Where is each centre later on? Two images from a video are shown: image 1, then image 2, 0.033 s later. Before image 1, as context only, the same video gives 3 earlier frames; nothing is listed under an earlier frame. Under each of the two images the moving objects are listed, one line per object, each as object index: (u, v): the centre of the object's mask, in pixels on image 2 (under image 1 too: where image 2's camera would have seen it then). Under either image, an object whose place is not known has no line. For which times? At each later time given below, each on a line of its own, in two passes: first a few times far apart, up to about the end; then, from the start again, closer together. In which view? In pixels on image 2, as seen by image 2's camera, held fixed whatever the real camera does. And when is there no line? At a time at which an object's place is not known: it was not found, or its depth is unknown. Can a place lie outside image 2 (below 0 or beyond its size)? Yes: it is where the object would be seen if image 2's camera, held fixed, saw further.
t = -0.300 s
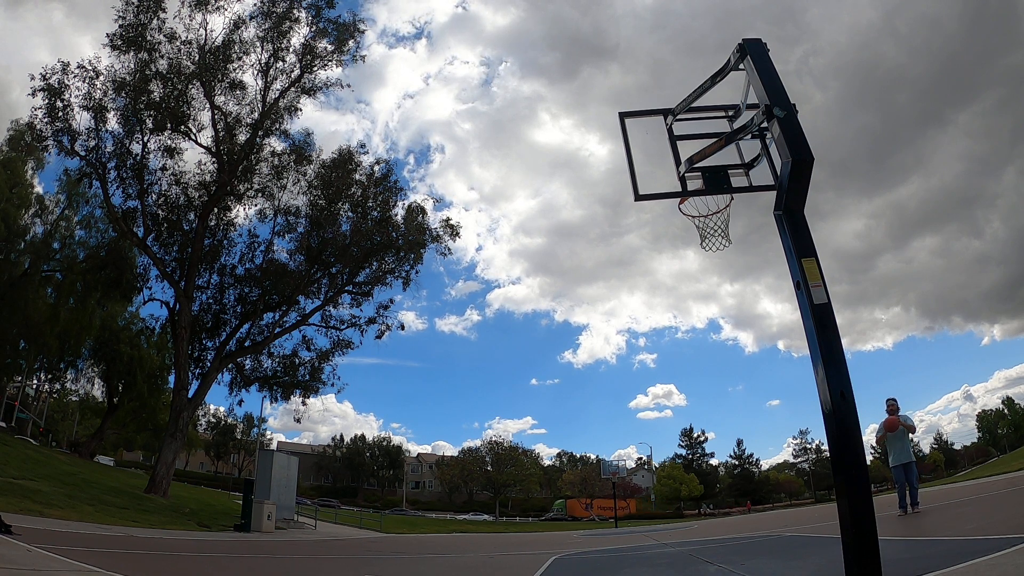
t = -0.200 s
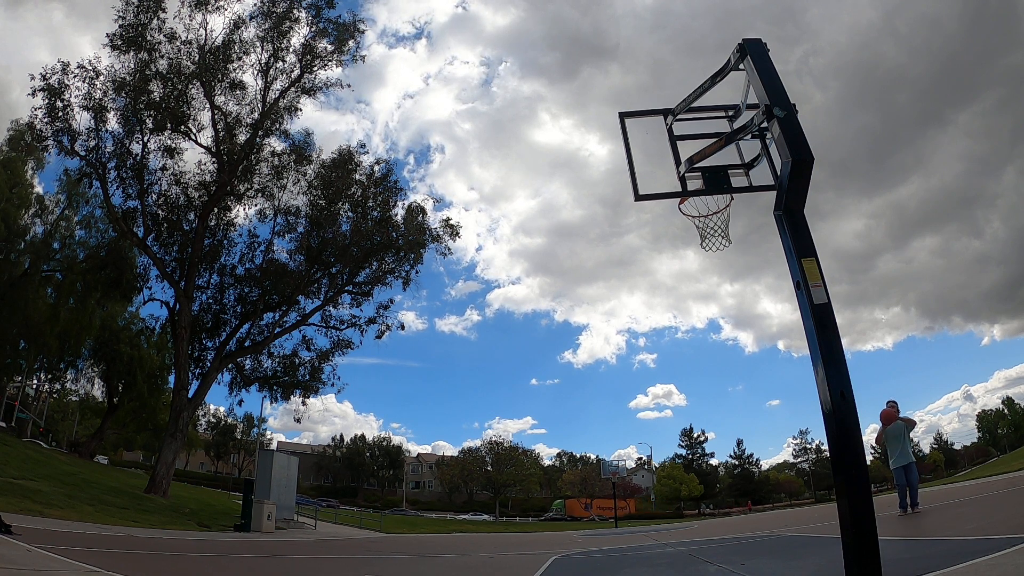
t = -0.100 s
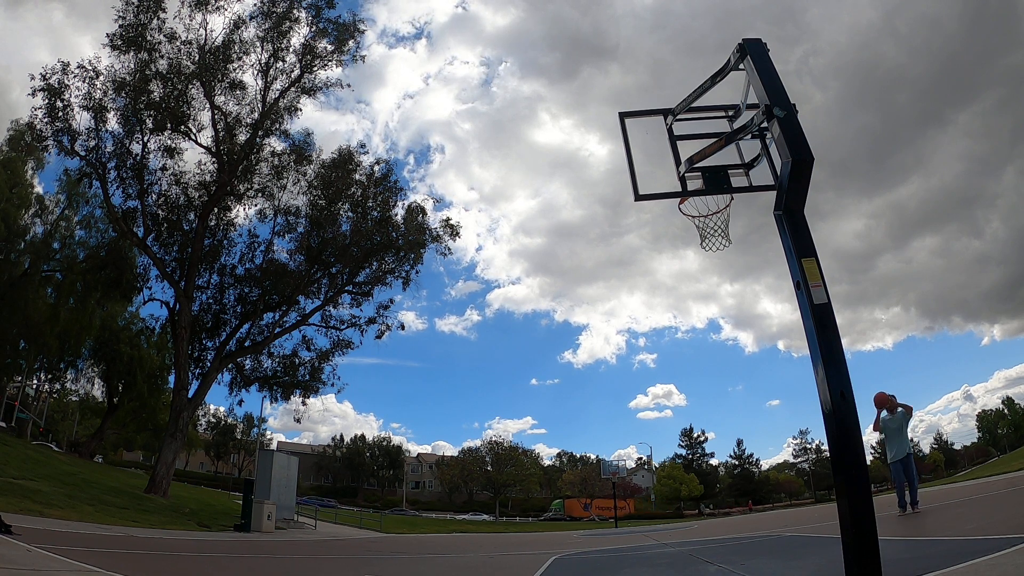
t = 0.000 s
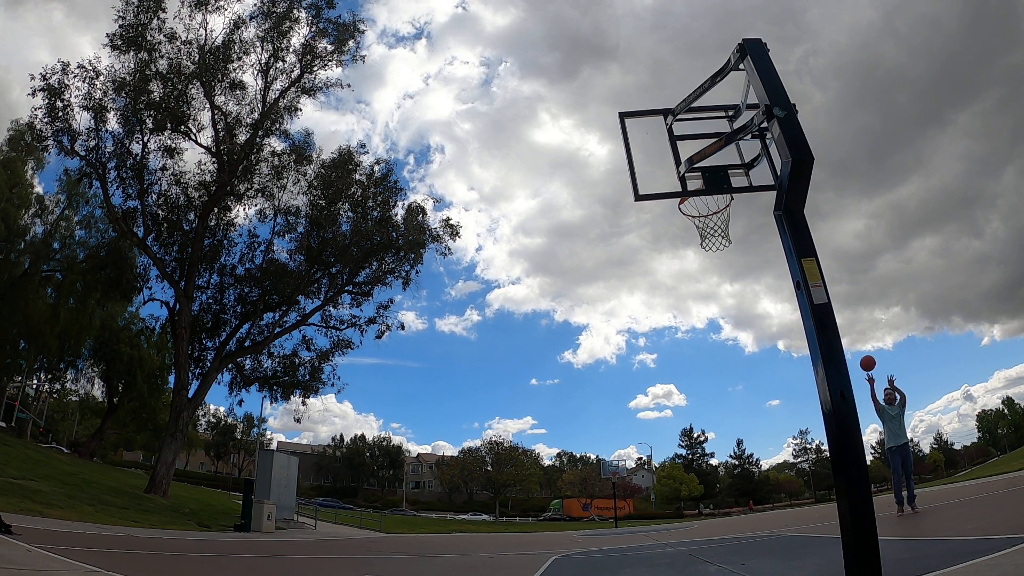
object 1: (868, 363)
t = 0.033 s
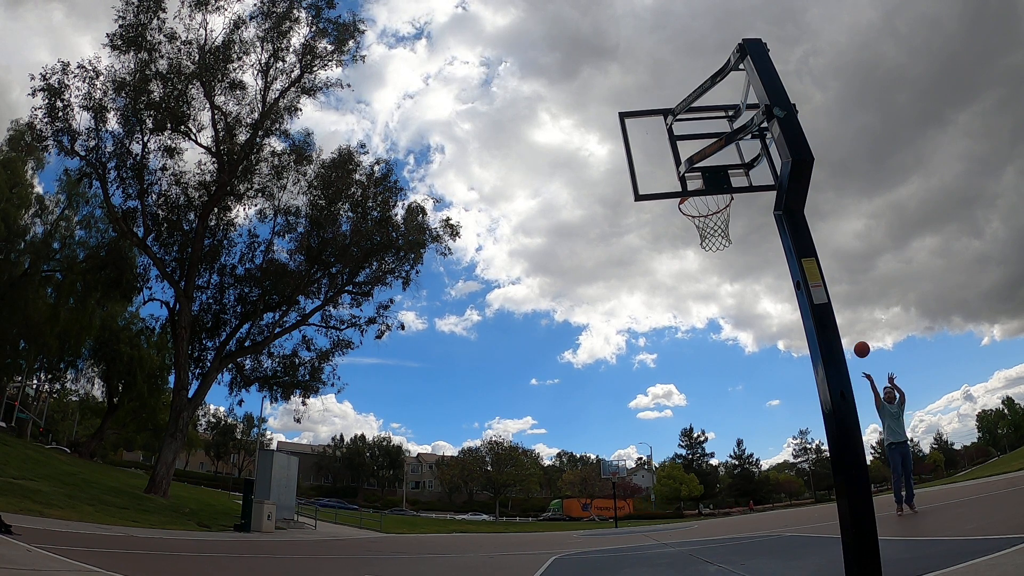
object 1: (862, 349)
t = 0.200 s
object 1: (833, 287)
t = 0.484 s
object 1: (773, 215)
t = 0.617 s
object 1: (758, 197)
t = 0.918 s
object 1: (703, 199)
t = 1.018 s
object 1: (715, 208)
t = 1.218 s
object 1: (710, 231)
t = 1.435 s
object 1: (738, 313)
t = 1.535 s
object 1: (754, 371)
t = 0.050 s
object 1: (859, 343)
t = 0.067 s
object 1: (856, 336)
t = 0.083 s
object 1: (853, 329)
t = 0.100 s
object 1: (850, 323)
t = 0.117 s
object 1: (847, 317)
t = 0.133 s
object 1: (844, 311)
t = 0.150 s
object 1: (841, 305)
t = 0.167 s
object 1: (838, 299)
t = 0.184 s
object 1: (836, 293)
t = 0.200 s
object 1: (833, 287)
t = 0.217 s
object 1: (831, 282)
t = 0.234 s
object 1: (829, 276)
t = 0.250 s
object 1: (826, 271)
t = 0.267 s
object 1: (824, 266)
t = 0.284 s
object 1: (822, 260)
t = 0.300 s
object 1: (819, 255)
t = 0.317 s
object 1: (817, 250)
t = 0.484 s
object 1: (773, 215)
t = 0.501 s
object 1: (771, 210)
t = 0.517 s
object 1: (770, 207)
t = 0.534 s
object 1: (769, 204)
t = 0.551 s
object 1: (767, 202)
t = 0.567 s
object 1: (766, 200)
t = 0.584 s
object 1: (763, 199)
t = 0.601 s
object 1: (761, 198)
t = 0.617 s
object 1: (758, 197)
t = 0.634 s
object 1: (755, 196)
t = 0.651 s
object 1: (752, 196)
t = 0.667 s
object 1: (749, 195)
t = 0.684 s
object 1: (746, 195)
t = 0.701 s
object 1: (743, 195)
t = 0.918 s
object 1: (703, 199)
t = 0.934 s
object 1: (700, 200)
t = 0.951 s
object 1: (697, 202)
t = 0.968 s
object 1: (700, 203)
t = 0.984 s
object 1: (705, 204)
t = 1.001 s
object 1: (710, 206)
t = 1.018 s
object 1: (715, 208)
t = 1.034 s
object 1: (712, 208)
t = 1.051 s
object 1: (709, 207)
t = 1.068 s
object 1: (706, 207)
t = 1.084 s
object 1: (703, 207)
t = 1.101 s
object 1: (700, 208)
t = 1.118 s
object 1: (700, 208)
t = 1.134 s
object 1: (701, 211)
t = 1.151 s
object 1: (703, 215)
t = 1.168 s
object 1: (705, 219)
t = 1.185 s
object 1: (706, 222)
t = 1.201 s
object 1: (708, 227)
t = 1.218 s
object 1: (710, 231)
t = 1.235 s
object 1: (712, 235)
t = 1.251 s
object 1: (713, 240)
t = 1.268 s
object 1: (716, 246)
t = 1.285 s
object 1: (718, 250)
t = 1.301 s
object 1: (720, 255)
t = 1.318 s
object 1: (722, 261)
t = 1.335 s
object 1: (724, 267)
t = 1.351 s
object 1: (726, 274)
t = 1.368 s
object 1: (729, 281)
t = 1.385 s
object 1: (731, 288)
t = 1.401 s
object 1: (733, 296)
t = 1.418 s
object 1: (736, 304)
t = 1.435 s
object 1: (738, 313)
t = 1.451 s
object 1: (741, 321)
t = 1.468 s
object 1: (743, 331)
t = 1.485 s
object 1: (746, 340)
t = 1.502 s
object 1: (749, 350)
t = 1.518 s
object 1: (751, 361)
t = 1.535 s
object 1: (754, 371)
